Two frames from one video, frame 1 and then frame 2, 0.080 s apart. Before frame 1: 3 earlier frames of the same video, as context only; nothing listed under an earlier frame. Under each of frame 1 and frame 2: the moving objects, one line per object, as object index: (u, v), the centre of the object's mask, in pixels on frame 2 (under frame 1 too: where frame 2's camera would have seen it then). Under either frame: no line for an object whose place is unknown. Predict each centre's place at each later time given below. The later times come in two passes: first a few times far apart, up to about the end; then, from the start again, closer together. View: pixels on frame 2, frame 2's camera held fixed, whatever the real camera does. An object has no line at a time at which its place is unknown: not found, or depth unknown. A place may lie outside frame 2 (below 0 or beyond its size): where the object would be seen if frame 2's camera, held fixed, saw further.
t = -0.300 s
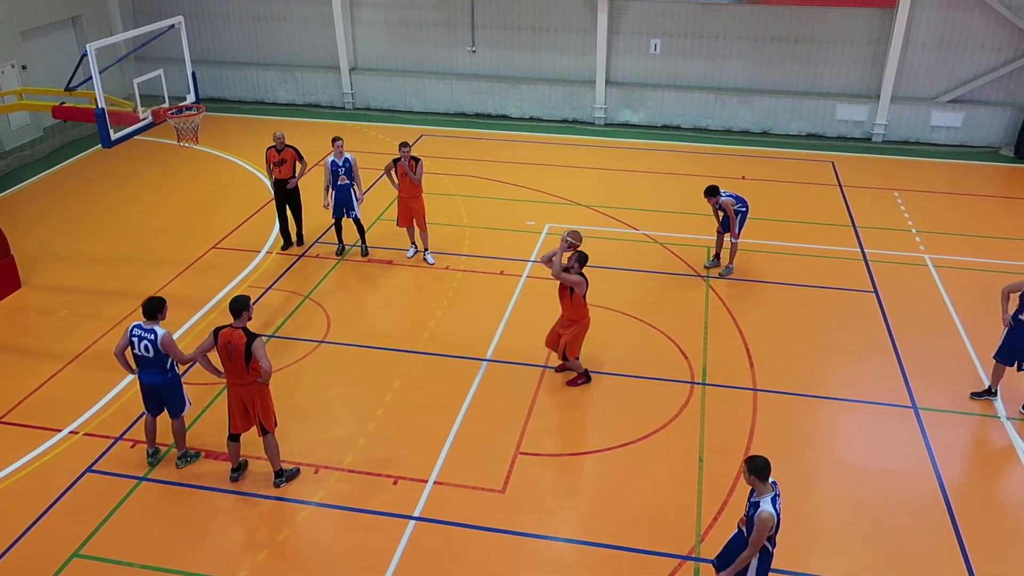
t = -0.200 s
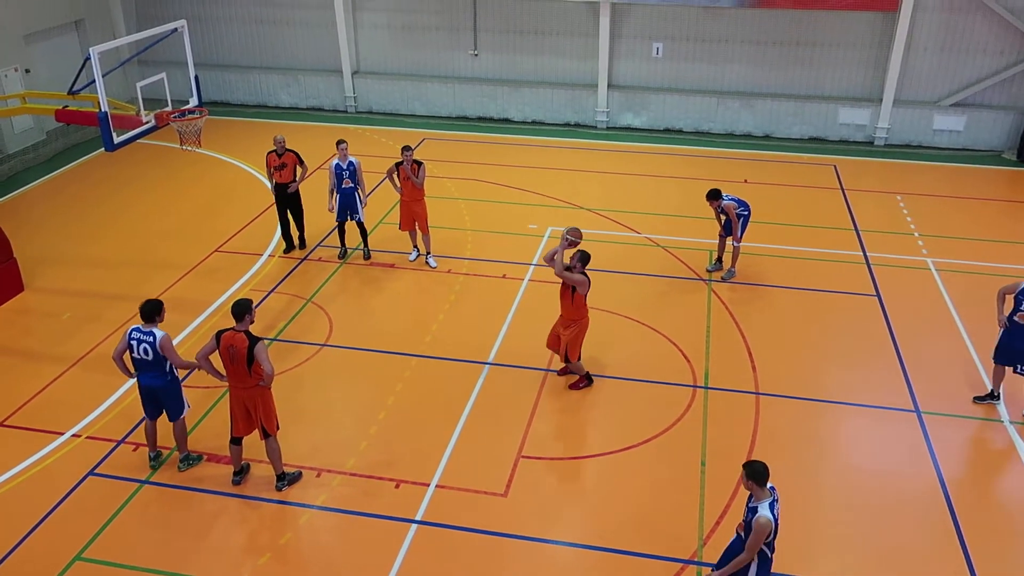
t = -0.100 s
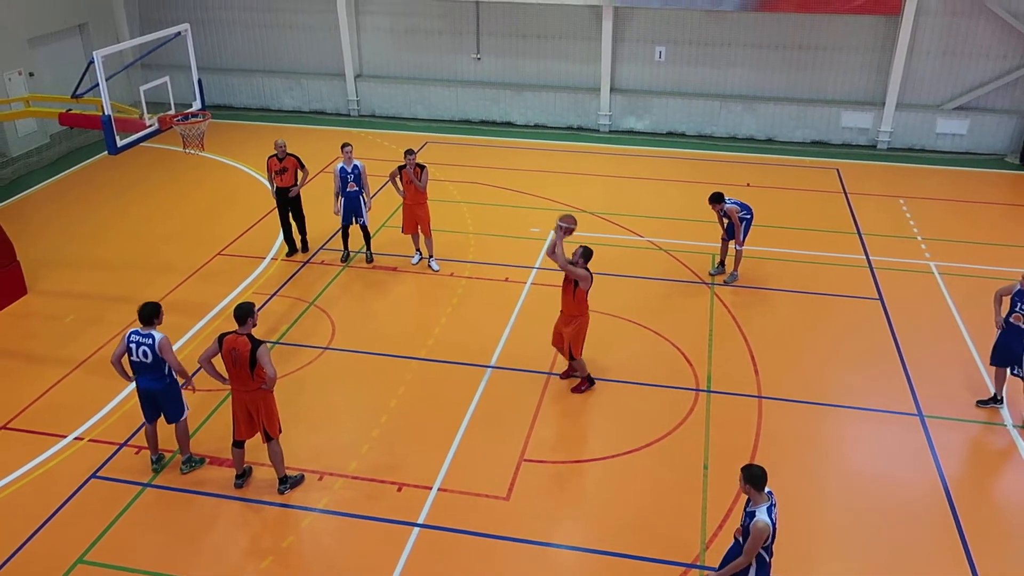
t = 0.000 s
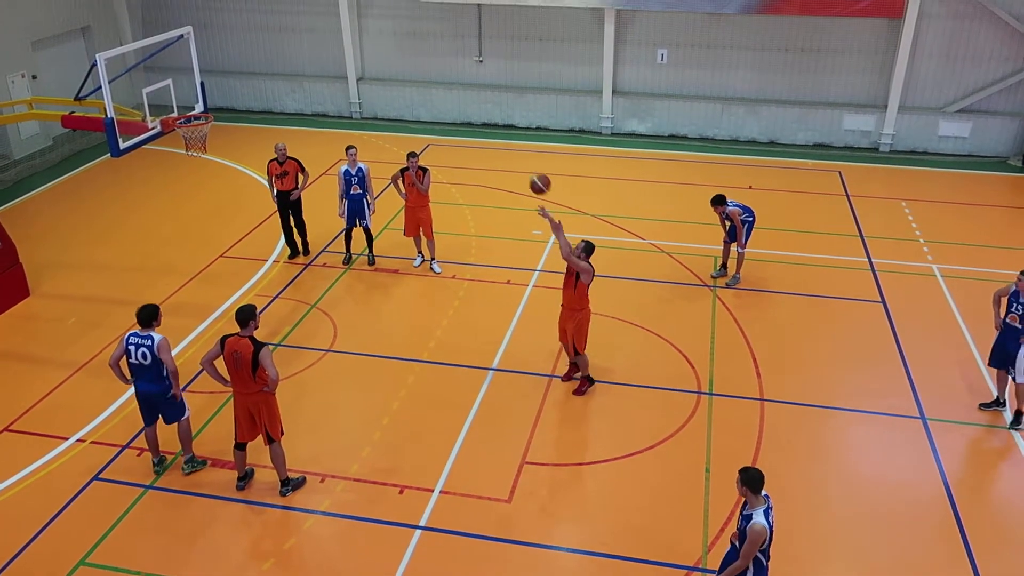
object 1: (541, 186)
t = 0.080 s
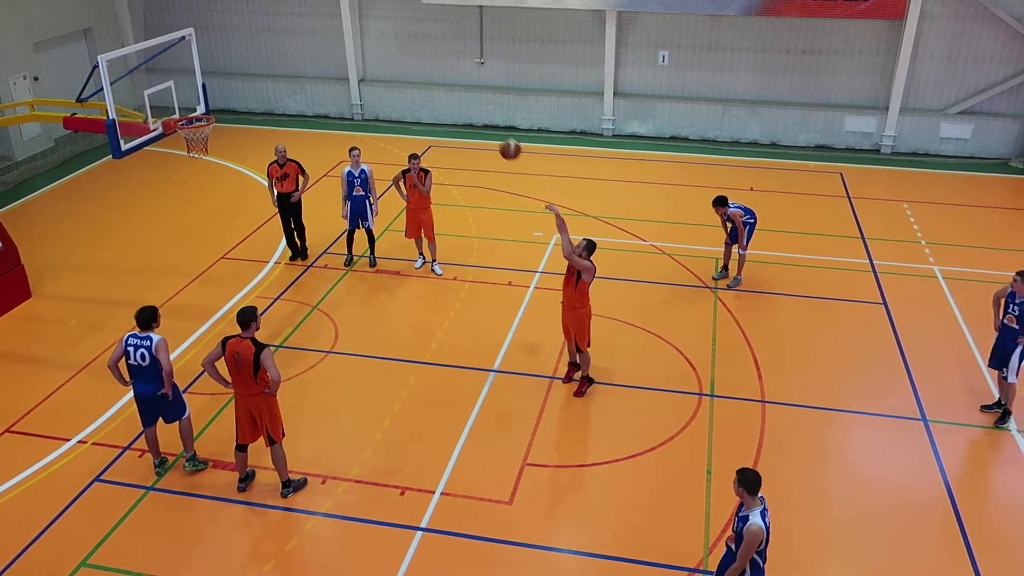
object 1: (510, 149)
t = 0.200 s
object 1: (463, 104)
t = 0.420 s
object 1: (378, 55)
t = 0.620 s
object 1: (305, 48)
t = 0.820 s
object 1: (241, 76)
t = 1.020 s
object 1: (187, 121)
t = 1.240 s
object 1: (166, 189)
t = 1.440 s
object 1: (156, 275)
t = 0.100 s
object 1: (502, 141)
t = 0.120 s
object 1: (494, 133)
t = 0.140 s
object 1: (487, 126)
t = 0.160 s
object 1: (479, 118)
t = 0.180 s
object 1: (471, 111)
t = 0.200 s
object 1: (463, 104)
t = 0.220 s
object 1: (455, 98)
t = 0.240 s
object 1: (447, 92)
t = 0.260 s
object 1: (439, 87)
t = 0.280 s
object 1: (431, 81)
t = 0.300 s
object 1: (424, 77)
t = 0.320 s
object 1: (416, 72)
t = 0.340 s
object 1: (408, 67)
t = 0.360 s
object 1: (400, 63)
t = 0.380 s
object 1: (392, 60)
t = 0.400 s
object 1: (385, 57)
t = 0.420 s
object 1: (378, 55)
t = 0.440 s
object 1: (370, 52)
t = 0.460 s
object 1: (362, 50)
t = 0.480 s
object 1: (355, 49)
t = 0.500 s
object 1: (348, 48)
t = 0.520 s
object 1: (340, 47)
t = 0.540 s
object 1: (333, 47)
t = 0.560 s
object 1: (326, 46)
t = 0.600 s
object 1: (312, 47)
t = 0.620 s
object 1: (305, 48)
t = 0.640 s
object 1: (298, 49)
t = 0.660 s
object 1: (292, 51)
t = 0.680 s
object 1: (284, 53)
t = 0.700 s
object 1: (278, 55)
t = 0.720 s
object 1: (271, 58)
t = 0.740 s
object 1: (265, 61)
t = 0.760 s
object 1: (258, 64)
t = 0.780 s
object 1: (252, 68)
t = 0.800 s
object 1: (246, 72)
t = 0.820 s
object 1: (241, 76)
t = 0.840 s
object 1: (234, 81)
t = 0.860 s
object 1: (228, 86)
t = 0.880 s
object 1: (222, 91)
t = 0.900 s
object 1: (217, 96)
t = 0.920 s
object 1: (211, 101)
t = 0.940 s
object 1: (206, 108)
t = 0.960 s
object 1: (200, 115)
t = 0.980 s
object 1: (195, 117)
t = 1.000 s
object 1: (189, 121)
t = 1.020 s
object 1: (187, 121)
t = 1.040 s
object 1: (183, 136)
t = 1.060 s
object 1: (182, 138)
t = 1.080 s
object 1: (180, 141)
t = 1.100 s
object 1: (177, 146)
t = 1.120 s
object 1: (176, 152)
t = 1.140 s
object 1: (174, 158)
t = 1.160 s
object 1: (172, 163)
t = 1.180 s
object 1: (171, 169)
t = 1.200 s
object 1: (169, 176)
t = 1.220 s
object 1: (168, 183)
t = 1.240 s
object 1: (166, 189)
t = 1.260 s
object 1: (165, 197)
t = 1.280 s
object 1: (164, 205)
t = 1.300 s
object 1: (162, 213)
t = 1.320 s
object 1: (162, 221)
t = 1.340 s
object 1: (160, 229)
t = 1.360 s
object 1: (159, 238)
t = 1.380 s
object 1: (159, 247)
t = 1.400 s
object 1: (157, 256)
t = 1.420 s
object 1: (156, 265)
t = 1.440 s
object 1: (156, 275)
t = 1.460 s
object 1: (155, 285)
